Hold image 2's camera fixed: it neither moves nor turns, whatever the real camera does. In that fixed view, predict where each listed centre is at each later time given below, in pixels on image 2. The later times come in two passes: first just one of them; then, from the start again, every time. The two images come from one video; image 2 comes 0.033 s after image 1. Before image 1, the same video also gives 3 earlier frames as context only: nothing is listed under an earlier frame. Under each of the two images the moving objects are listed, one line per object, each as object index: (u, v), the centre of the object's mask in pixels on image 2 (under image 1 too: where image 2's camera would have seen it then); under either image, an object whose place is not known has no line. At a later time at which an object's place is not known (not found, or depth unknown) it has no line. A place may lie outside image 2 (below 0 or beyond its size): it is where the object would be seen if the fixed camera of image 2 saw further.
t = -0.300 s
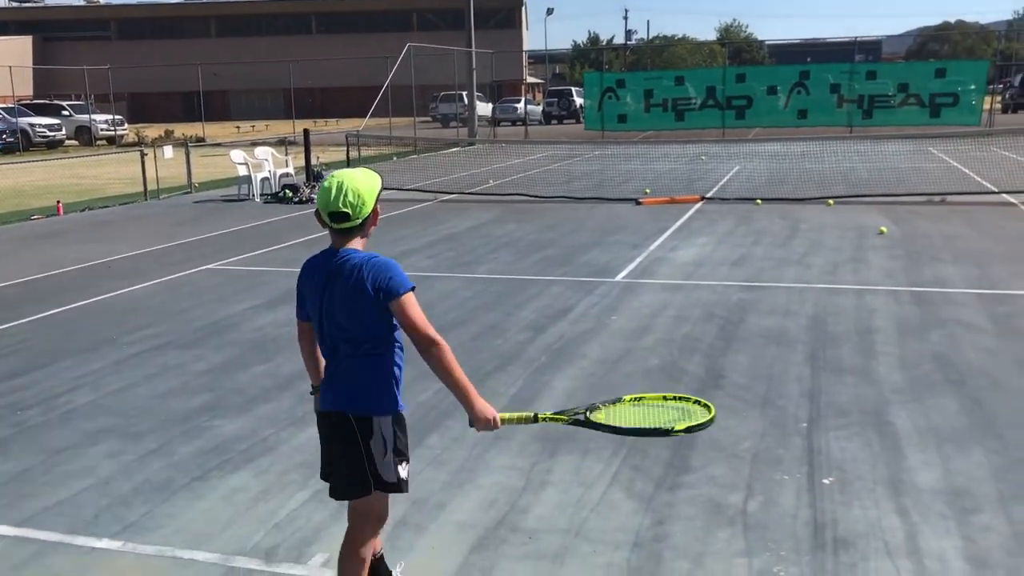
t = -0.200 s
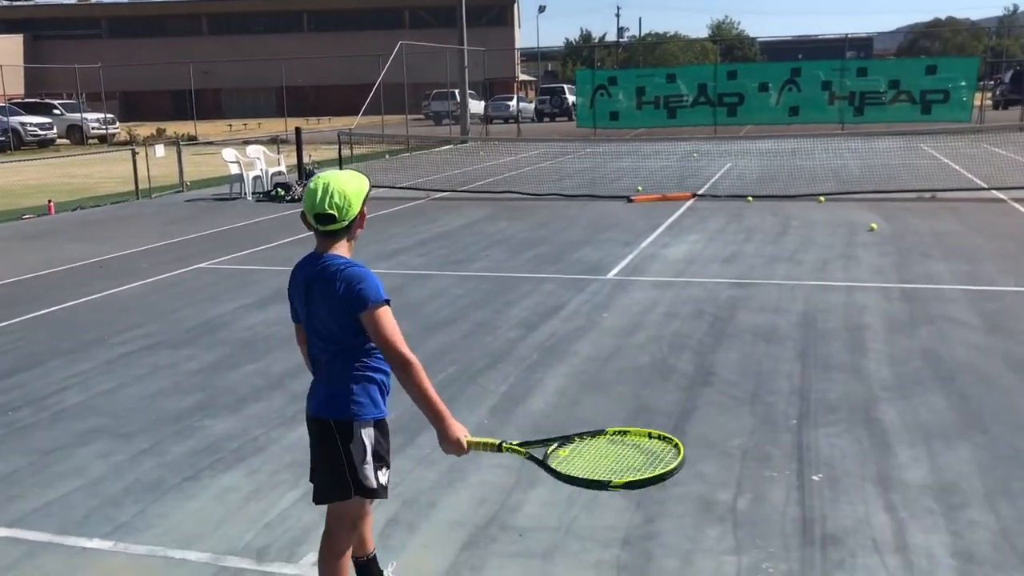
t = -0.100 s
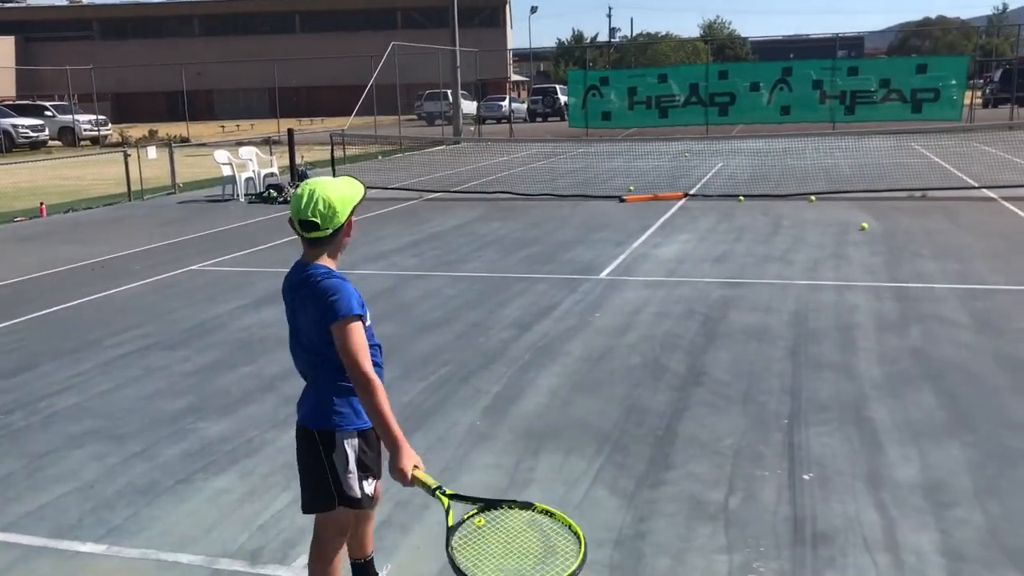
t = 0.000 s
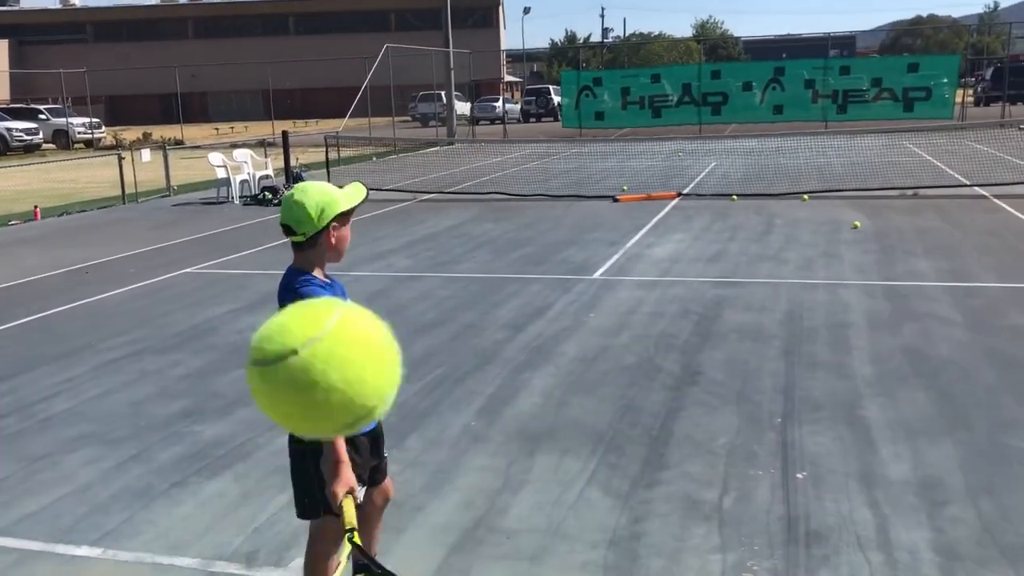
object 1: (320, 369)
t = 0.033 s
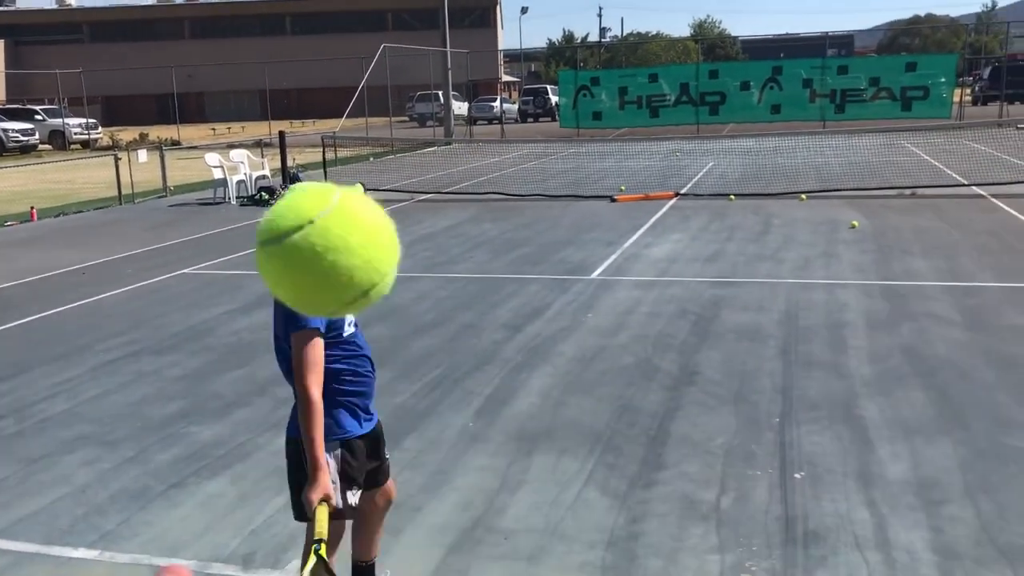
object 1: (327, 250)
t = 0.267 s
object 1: (391, 106)
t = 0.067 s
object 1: (334, 164)
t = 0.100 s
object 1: (342, 101)
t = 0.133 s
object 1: (350, 66)
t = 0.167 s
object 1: (360, 53)
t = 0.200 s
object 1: (370, 56)
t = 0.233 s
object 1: (380, 74)
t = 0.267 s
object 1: (391, 106)
